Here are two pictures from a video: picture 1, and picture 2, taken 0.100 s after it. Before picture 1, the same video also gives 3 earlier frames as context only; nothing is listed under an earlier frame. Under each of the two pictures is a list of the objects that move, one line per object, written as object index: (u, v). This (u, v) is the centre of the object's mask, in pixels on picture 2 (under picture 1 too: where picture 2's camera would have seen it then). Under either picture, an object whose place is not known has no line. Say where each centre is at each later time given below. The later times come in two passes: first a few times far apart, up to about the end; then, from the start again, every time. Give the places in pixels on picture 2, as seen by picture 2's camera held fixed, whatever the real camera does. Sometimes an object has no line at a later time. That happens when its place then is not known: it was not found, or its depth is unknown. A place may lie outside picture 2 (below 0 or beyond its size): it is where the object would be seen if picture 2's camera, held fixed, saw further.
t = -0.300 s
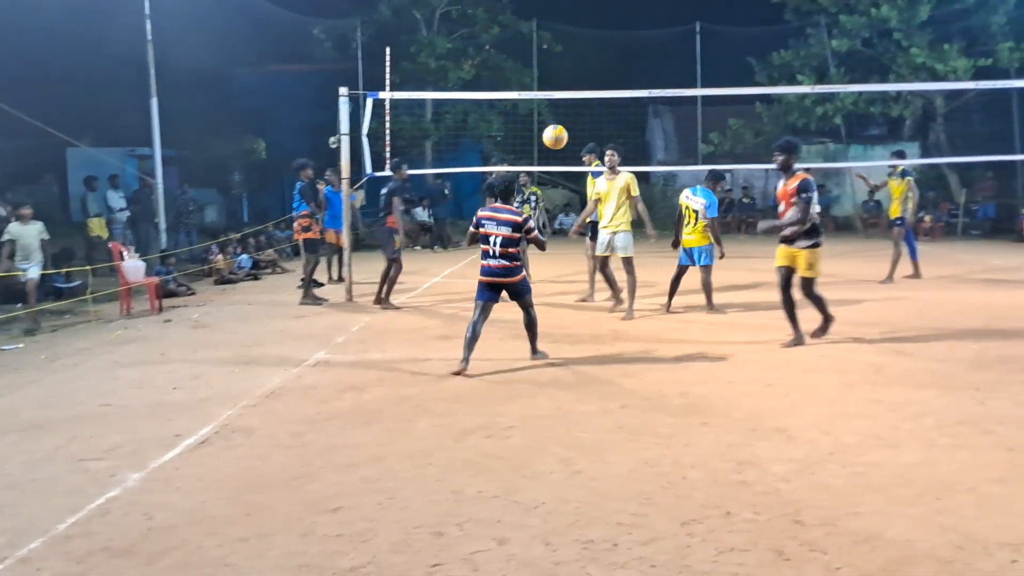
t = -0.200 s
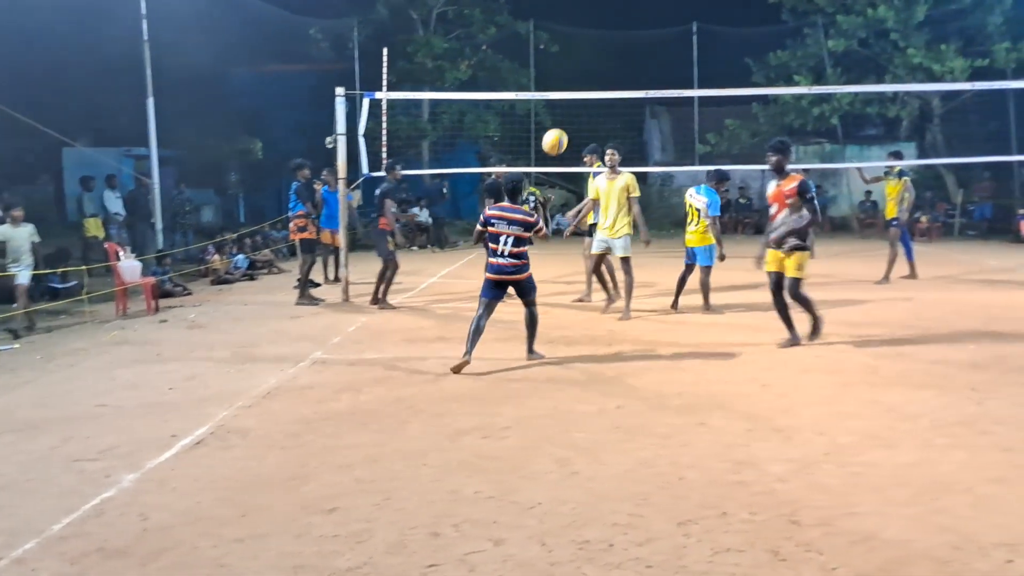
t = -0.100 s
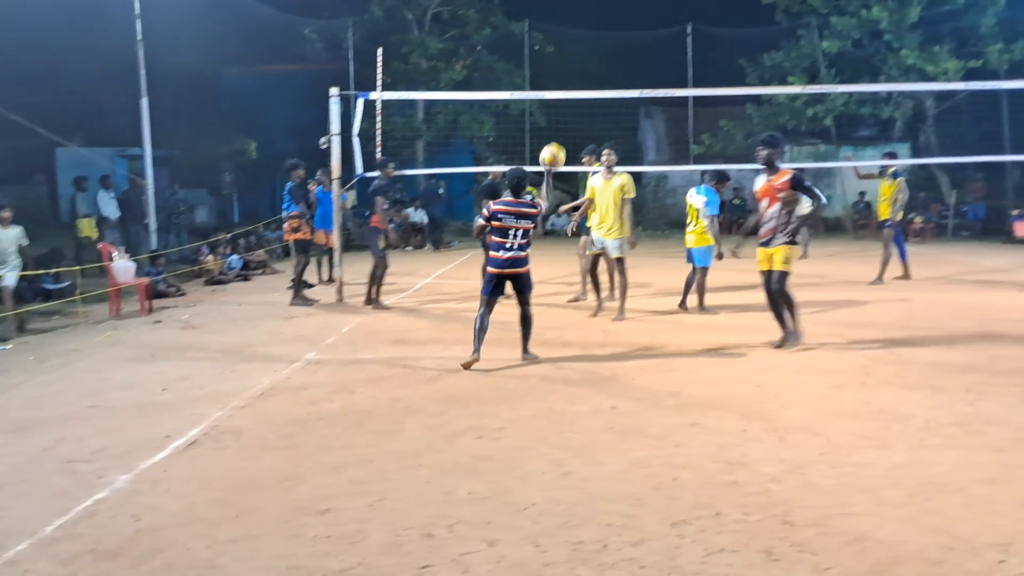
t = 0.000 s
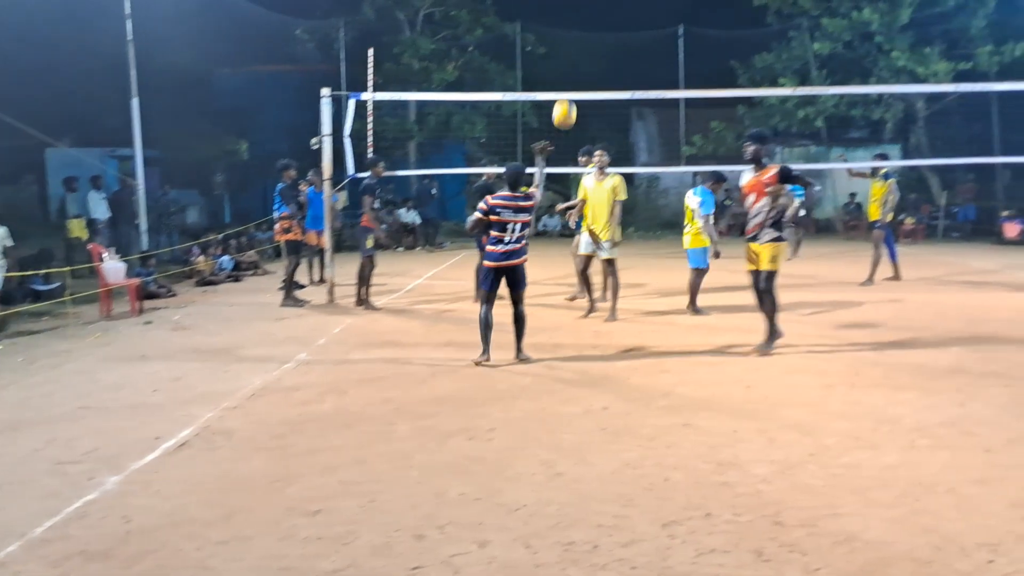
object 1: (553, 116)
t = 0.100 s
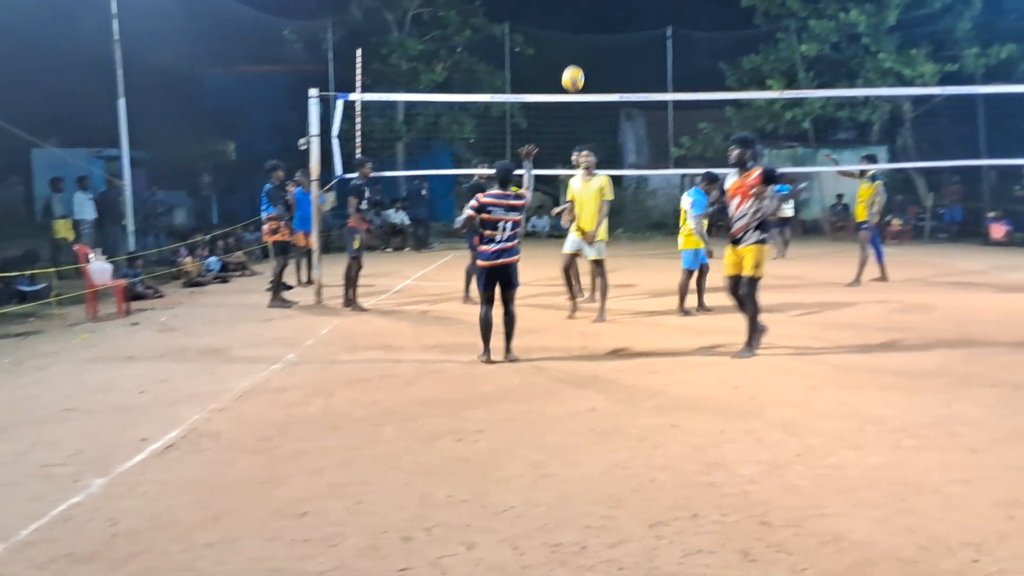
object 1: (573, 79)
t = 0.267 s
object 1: (602, 48)
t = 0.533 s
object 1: (639, 55)
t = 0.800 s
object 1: (665, 111)
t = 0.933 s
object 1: (677, 151)
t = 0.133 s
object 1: (579, 70)
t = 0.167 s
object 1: (585, 63)
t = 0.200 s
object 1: (591, 57)
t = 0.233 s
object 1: (597, 52)
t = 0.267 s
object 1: (602, 48)
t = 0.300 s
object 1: (607, 45)
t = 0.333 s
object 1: (612, 44)
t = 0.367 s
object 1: (617, 44)
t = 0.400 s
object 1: (621, 44)
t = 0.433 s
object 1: (626, 45)
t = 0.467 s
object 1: (630, 48)
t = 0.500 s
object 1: (635, 51)
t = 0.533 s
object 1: (639, 55)
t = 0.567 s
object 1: (643, 60)
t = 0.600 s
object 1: (646, 66)
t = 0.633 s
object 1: (650, 72)
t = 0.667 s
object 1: (653, 79)
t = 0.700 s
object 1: (656, 84)
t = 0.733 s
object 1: (659, 92)
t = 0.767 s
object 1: (662, 106)
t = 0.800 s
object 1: (665, 111)
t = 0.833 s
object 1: (668, 120)
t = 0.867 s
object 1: (671, 130)
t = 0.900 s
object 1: (674, 140)
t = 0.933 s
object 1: (677, 151)
